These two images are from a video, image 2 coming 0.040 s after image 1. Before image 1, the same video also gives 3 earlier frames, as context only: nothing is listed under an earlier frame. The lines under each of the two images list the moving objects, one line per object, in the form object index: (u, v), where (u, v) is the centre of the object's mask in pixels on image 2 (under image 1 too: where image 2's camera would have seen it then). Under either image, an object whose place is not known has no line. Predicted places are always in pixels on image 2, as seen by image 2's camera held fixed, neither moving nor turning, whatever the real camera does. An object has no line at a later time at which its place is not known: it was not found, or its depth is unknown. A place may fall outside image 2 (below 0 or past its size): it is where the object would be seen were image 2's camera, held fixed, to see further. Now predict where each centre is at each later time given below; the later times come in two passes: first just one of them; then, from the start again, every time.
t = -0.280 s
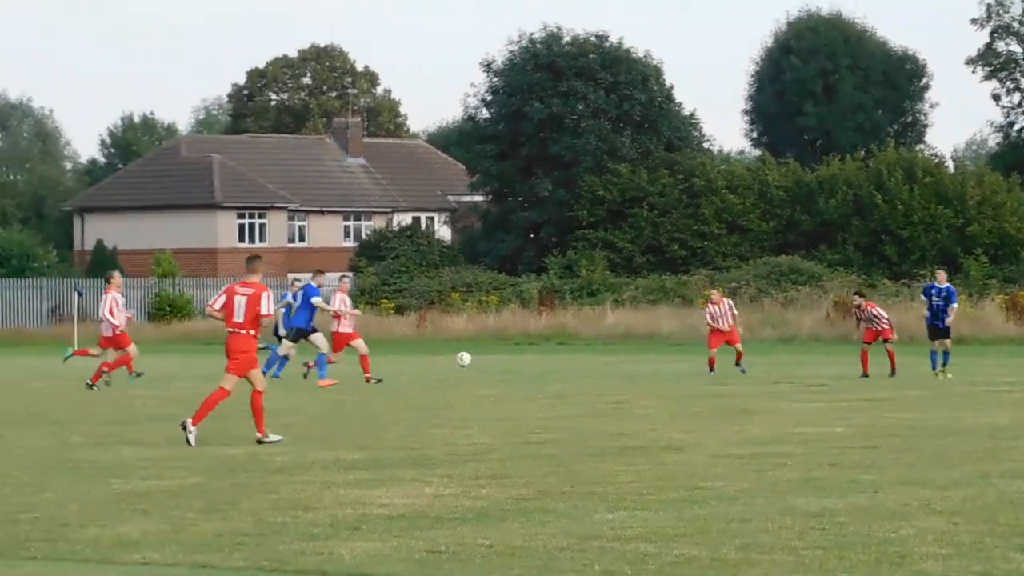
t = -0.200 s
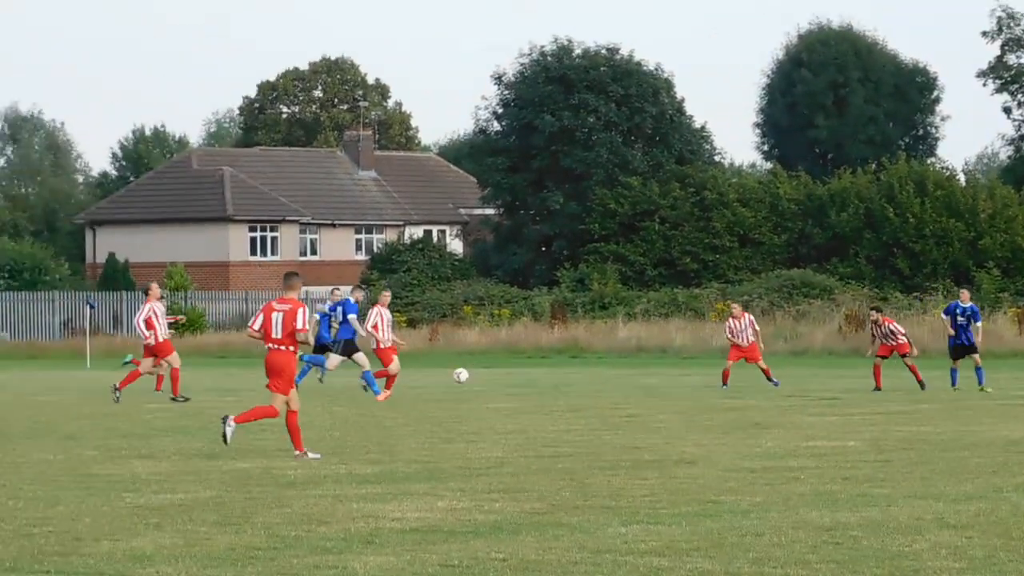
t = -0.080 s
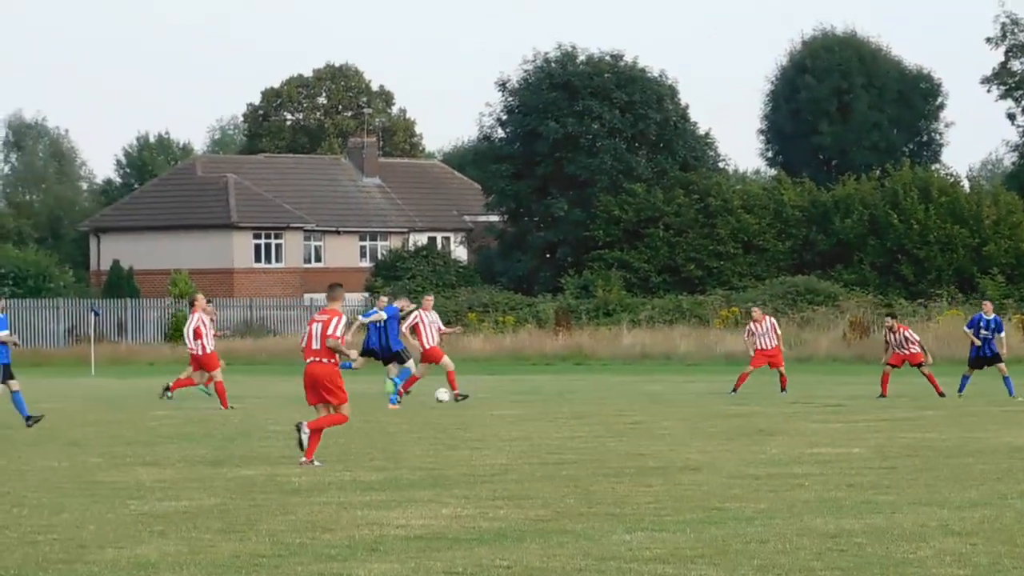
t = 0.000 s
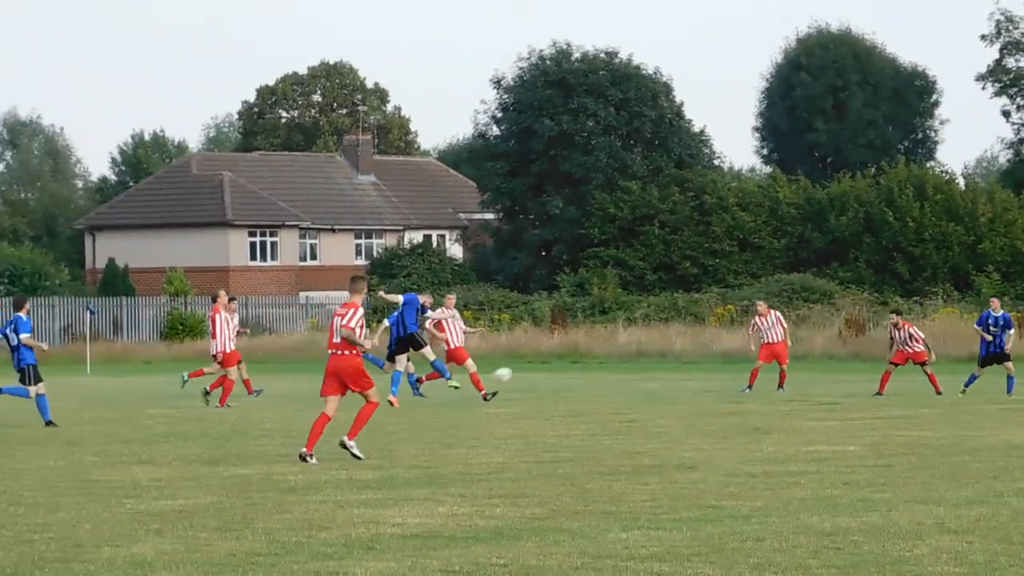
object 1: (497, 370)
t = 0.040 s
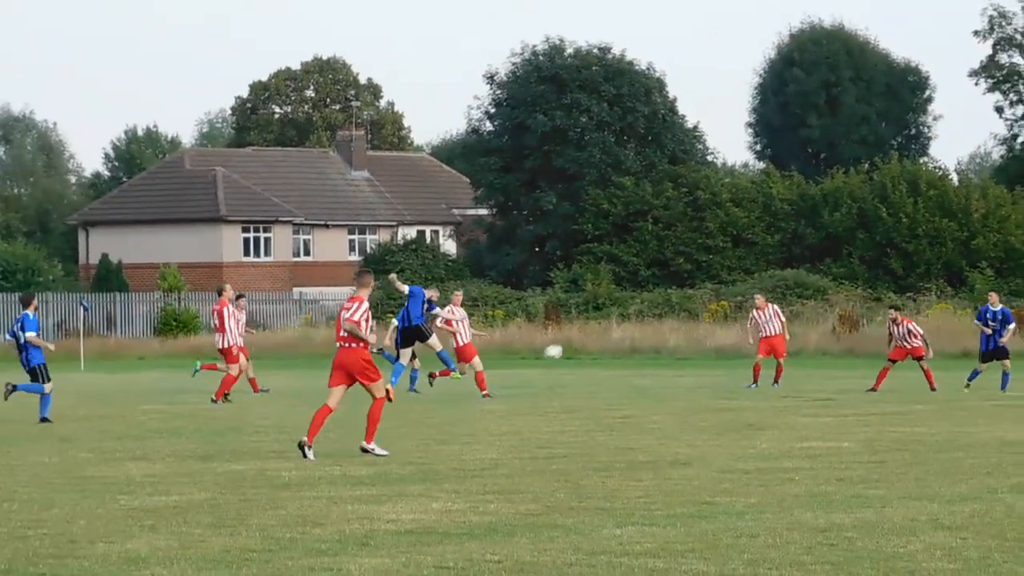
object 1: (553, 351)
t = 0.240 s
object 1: (801, 273)
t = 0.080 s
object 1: (608, 333)
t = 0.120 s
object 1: (659, 316)
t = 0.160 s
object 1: (708, 301)
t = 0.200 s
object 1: (754, 287)
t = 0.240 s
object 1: (801, 273)
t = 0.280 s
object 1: (846, 260)
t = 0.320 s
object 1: (890, 248)
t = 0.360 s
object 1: (933, 235)
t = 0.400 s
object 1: (975, 223)
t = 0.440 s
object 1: (1016, 213)
